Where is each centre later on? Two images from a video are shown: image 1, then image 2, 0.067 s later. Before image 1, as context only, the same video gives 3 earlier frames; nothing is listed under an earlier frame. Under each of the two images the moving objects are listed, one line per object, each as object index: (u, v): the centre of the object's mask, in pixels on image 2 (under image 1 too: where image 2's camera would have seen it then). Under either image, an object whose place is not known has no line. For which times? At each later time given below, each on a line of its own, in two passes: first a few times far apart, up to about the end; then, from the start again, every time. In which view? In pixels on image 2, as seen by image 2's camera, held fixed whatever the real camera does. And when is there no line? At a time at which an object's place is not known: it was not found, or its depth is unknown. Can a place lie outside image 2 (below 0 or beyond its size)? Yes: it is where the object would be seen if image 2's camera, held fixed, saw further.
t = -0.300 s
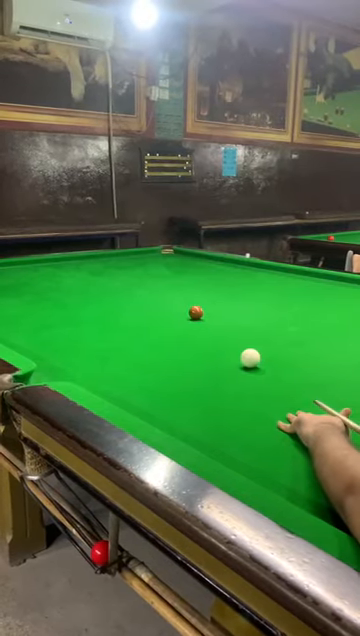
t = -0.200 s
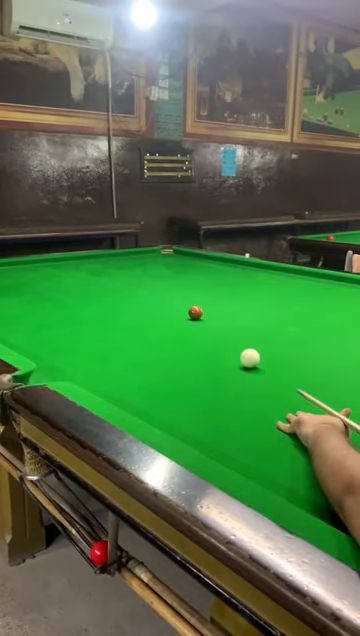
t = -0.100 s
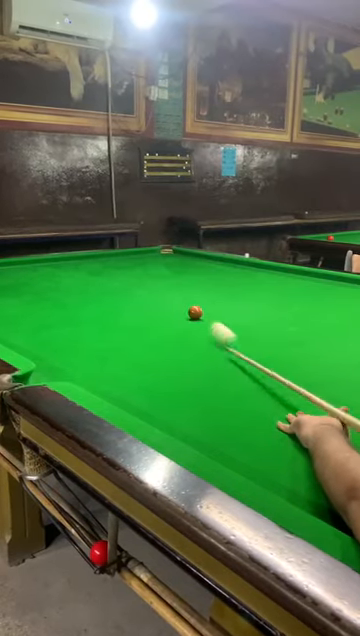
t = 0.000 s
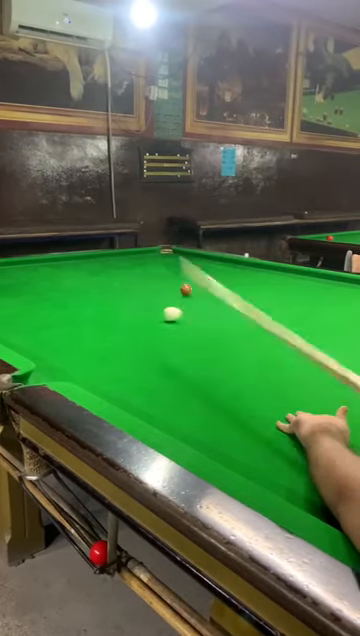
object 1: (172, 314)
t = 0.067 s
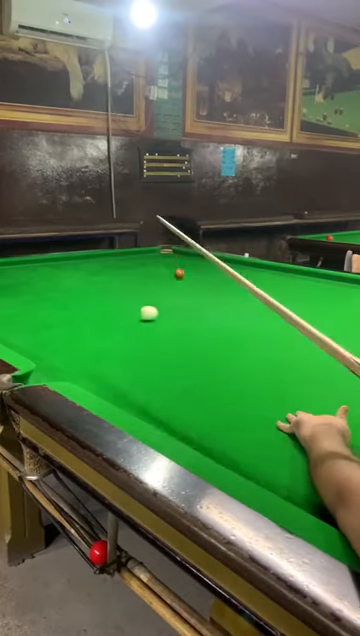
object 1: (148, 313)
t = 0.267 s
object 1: (89, 310)
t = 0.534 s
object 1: (18, 305)
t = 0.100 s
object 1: (137, 313)
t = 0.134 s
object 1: (127, 312)
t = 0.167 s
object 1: (118, 312)
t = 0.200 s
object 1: (108, 311)
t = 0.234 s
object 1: (99, 311)
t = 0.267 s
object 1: (89, 310)
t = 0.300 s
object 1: (80, 309)
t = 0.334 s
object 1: (71, 309)
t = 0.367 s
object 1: (62, 308)
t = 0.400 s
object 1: (53, 308)
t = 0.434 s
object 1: (44, 307)
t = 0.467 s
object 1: (36, 307)
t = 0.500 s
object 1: (27, 306)
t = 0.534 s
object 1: (18, 305)
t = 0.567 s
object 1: (10, 305)
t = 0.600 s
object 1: (5, 304)
